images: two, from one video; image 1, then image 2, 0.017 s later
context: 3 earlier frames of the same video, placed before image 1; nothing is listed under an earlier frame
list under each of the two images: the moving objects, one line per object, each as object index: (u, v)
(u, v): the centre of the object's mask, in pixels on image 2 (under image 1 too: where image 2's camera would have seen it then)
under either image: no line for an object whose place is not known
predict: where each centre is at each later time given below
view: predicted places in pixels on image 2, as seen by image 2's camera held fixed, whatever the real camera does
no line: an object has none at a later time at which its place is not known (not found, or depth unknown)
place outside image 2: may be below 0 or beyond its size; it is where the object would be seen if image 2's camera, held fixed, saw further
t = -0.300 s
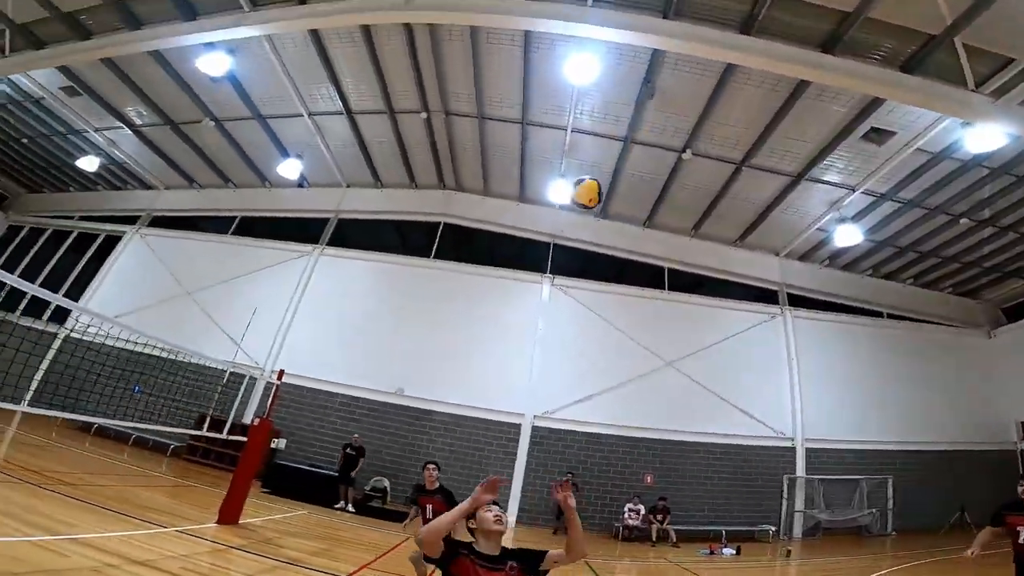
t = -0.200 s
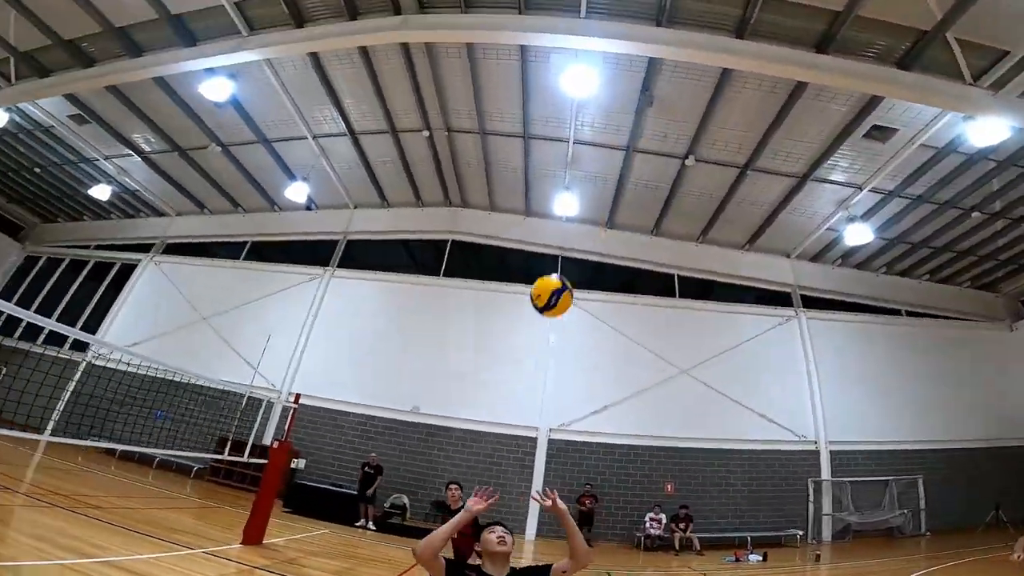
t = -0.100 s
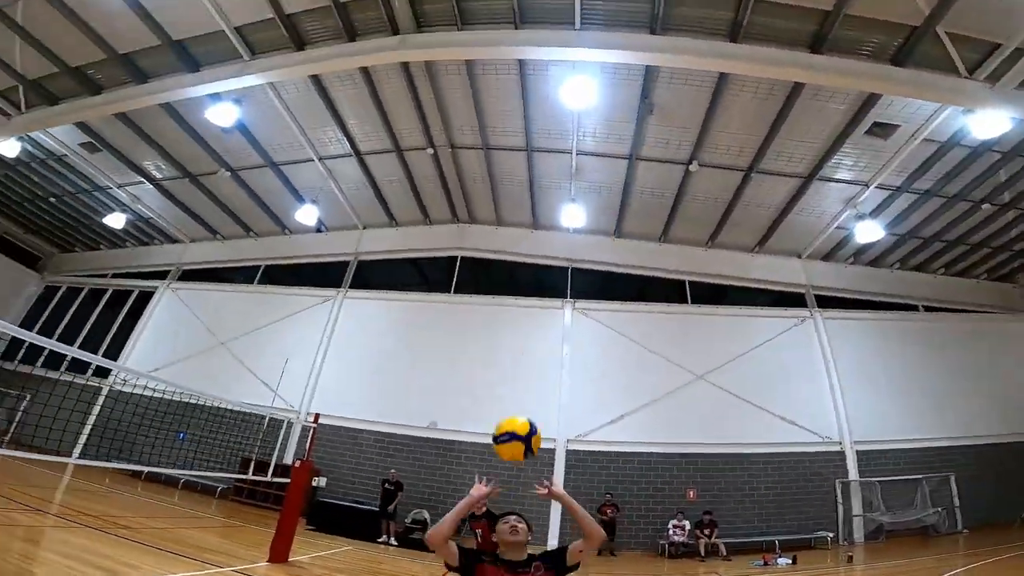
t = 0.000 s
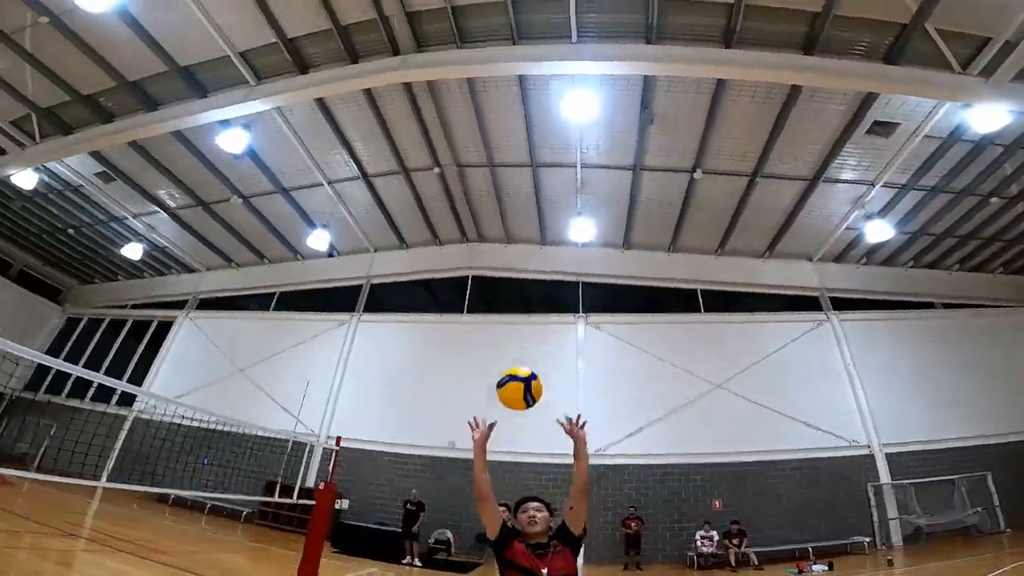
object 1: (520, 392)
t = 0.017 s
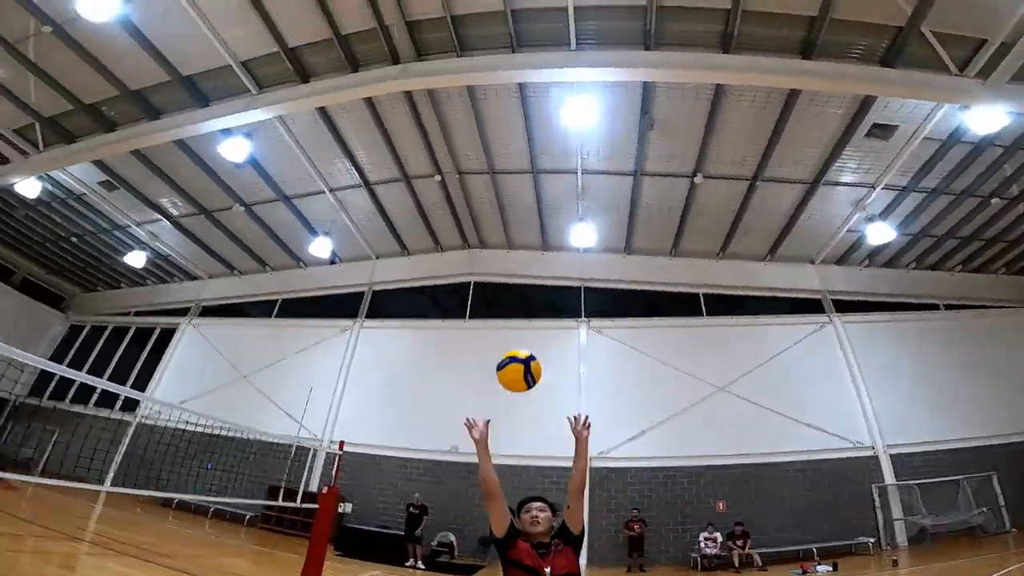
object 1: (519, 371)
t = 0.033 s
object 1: (515, 351)
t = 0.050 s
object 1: (513, 332)
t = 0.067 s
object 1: (510, 314)
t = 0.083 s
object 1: (509, 297)
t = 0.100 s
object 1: (507, 281)
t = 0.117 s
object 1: (506, 266)
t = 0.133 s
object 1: (505, 252)
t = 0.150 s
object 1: (504, 239)
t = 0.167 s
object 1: (503, 227)
